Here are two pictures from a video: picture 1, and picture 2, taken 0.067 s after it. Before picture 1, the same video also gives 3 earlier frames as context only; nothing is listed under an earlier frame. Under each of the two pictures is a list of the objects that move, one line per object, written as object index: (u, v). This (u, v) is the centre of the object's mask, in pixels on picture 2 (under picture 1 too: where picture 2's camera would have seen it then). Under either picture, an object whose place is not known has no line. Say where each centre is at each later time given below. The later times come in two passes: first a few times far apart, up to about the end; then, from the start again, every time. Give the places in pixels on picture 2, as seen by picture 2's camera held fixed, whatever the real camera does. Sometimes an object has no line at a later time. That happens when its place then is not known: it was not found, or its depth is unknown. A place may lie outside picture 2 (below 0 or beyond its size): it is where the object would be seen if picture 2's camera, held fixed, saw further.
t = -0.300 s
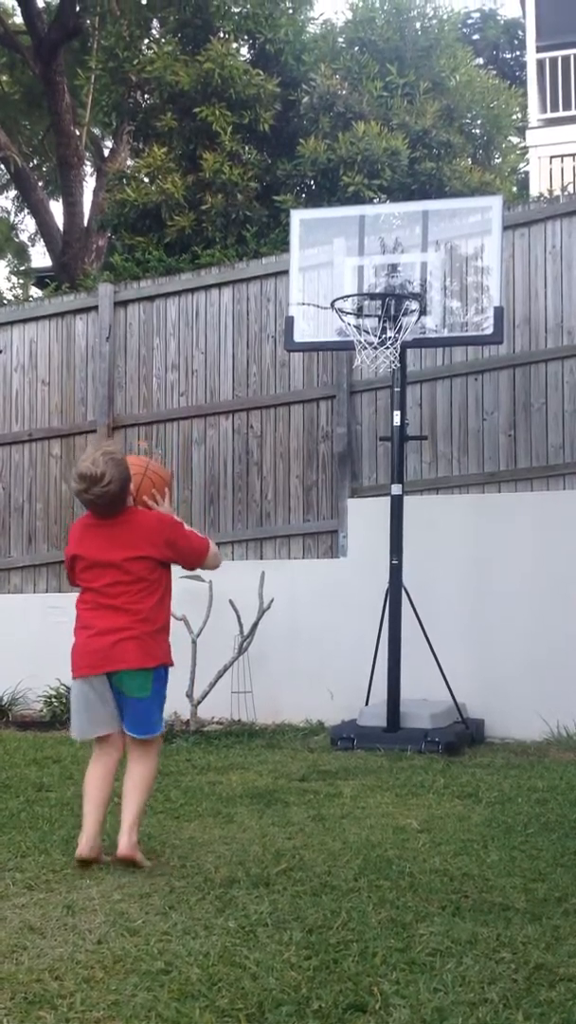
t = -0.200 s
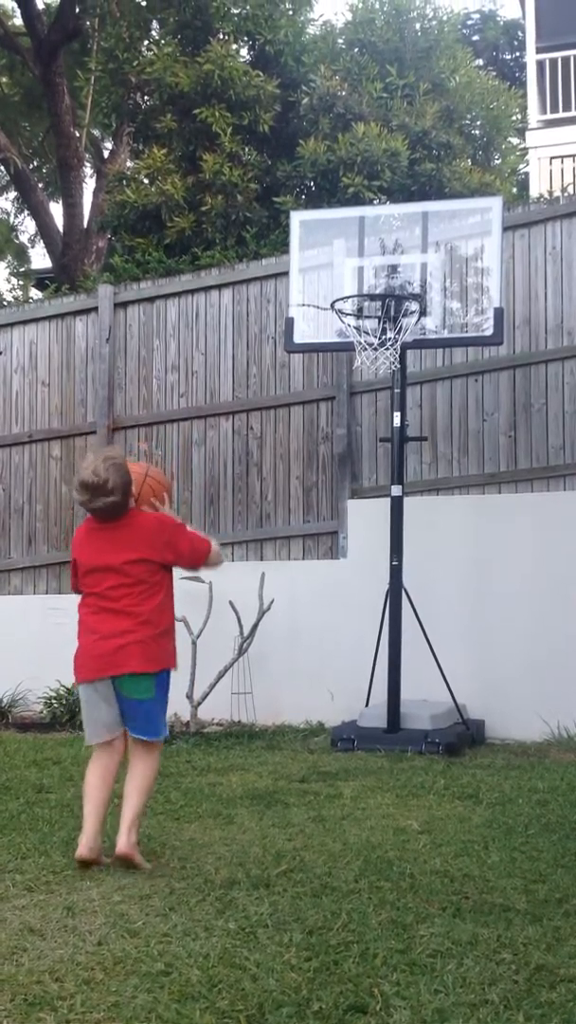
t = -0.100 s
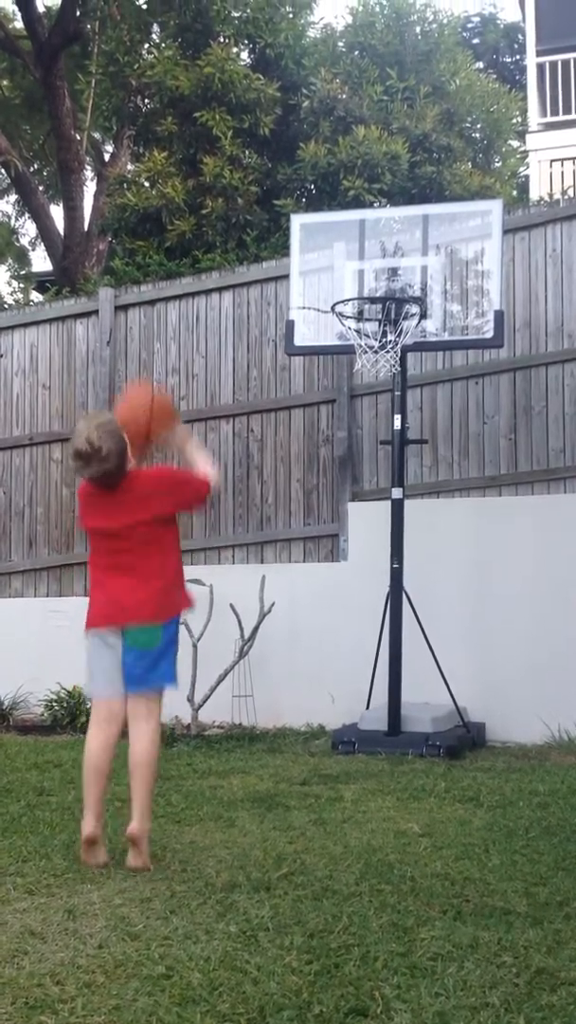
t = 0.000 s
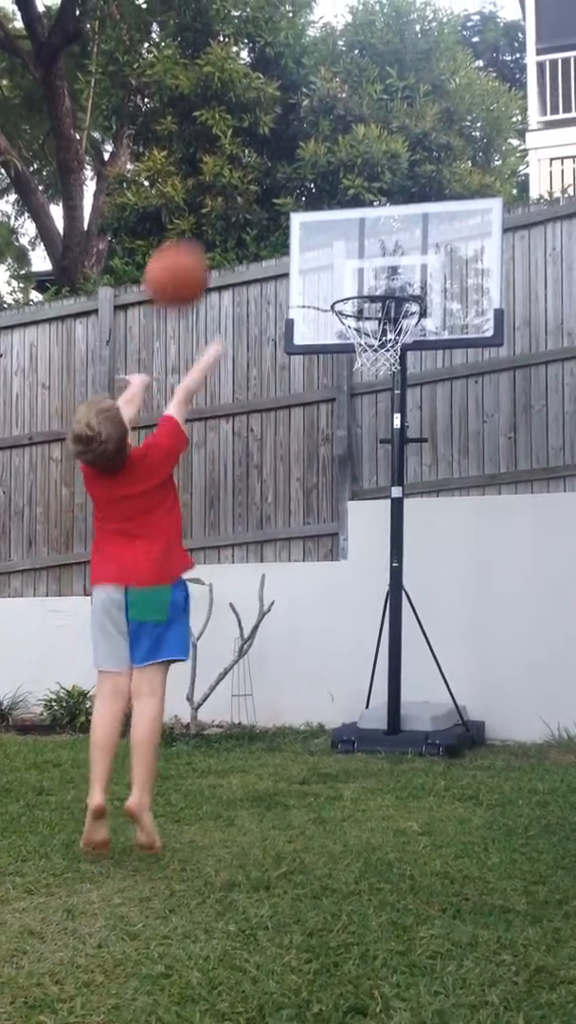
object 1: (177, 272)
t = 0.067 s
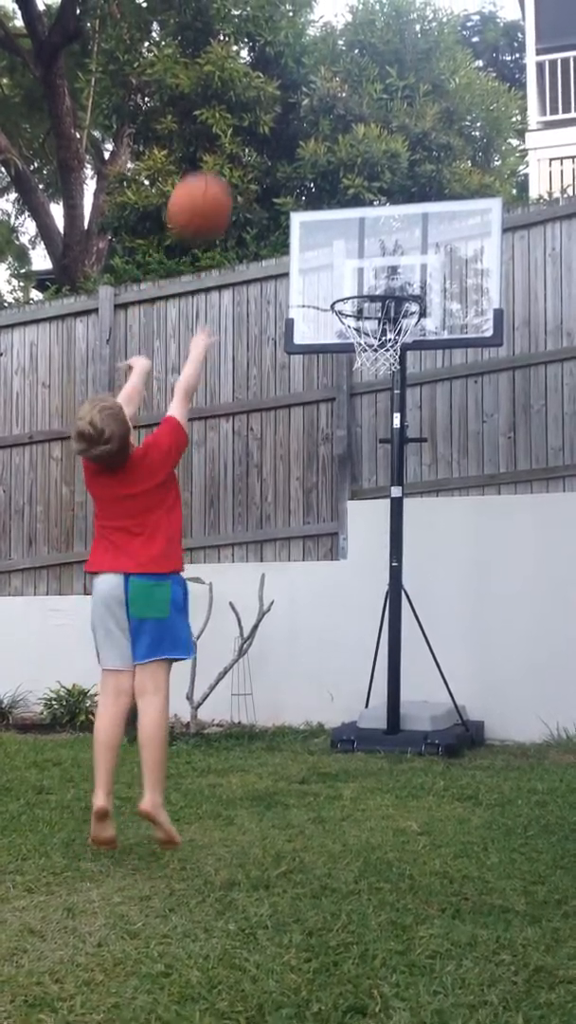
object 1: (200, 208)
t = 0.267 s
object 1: (262, 100)
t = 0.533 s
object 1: (326, 121)
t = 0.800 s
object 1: (378, 275)
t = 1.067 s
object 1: (392, 225)
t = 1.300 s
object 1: (407, 296)
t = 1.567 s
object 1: (430, 545)
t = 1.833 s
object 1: (472, 655)
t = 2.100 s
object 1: (540, 473)
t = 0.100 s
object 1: (211, 180)
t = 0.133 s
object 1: (221, 156)
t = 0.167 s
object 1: (232, 137)
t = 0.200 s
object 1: (242, 121)
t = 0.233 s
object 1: (253, 110)
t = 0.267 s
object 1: (262, 100)
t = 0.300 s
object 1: (272, 95)
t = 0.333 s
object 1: (280, 92)
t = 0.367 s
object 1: (289, 89)
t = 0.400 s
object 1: (296, 91)
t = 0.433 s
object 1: (305, 95)
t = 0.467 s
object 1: (312, 102)
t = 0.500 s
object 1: (319, 110)
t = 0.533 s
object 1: (326, 121)
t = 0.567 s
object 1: (333, 133)
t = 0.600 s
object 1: (341, 149)
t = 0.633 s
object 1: (347, 166)
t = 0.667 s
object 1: (353, 184)
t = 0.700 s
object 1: (359, 204)
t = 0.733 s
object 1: (365, 227)
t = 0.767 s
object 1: (372, 250)
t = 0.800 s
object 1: (378, 275)
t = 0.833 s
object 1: (380, 265)
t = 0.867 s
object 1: (381, 253)
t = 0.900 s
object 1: (383, 243)
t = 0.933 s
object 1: (385, 235)
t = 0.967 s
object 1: (387, 230)
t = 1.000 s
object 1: (388, 226)
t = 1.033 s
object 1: (390, 225)
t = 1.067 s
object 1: (392, 225)
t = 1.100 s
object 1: (394, 228)
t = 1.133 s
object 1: (396, 233)
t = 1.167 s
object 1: (399, 240)
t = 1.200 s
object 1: (401, 251)
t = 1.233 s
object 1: (403, 263)
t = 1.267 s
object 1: (405, 278)
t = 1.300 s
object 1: (407, 296)
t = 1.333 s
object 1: (409, 315)
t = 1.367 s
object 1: (413, 339)
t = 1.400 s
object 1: (415, 366)
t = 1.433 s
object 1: (417, 395)
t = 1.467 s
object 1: (421, 428)
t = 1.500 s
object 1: (422, 464)
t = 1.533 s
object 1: (425, 502)
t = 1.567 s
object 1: (430, 545)
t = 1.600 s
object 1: (433, 591)
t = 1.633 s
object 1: (436, 642)
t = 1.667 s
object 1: (438, 700)
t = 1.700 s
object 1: (442, 760)
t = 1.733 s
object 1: (447, 775)
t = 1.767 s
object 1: (455, 735)
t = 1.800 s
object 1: (463, 694)
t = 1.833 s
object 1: (472, 655)
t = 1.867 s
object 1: (479, 623)
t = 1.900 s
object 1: (487, 593)
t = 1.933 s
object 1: (496, 565)
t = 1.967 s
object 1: (504, 541)
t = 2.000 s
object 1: (513, 521)
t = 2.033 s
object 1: (522, 501)
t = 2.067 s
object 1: (531, 485)
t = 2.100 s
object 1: (540, 473)
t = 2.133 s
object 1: (549, 463)
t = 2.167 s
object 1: (558, 457)
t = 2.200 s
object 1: (564, 453)
